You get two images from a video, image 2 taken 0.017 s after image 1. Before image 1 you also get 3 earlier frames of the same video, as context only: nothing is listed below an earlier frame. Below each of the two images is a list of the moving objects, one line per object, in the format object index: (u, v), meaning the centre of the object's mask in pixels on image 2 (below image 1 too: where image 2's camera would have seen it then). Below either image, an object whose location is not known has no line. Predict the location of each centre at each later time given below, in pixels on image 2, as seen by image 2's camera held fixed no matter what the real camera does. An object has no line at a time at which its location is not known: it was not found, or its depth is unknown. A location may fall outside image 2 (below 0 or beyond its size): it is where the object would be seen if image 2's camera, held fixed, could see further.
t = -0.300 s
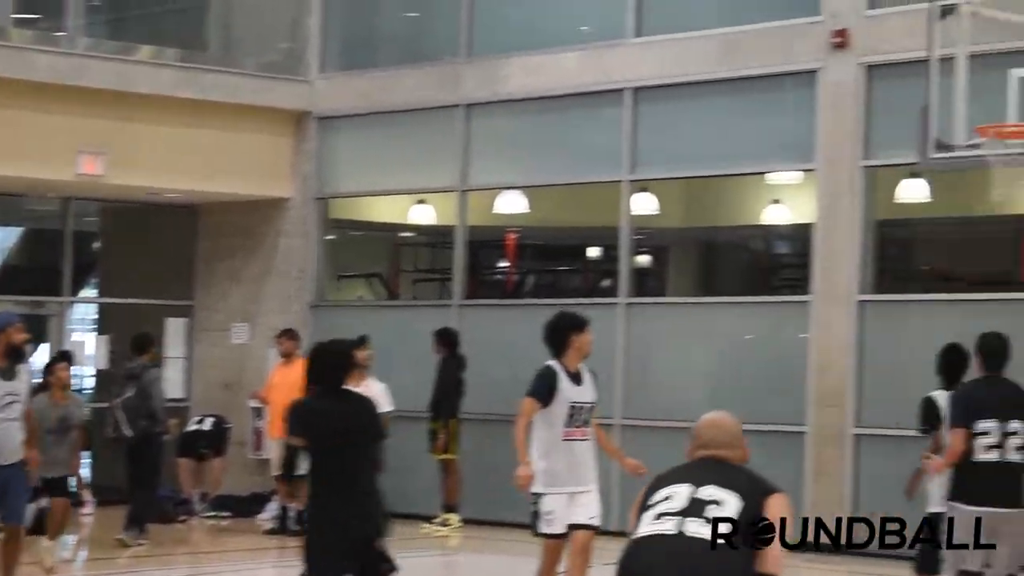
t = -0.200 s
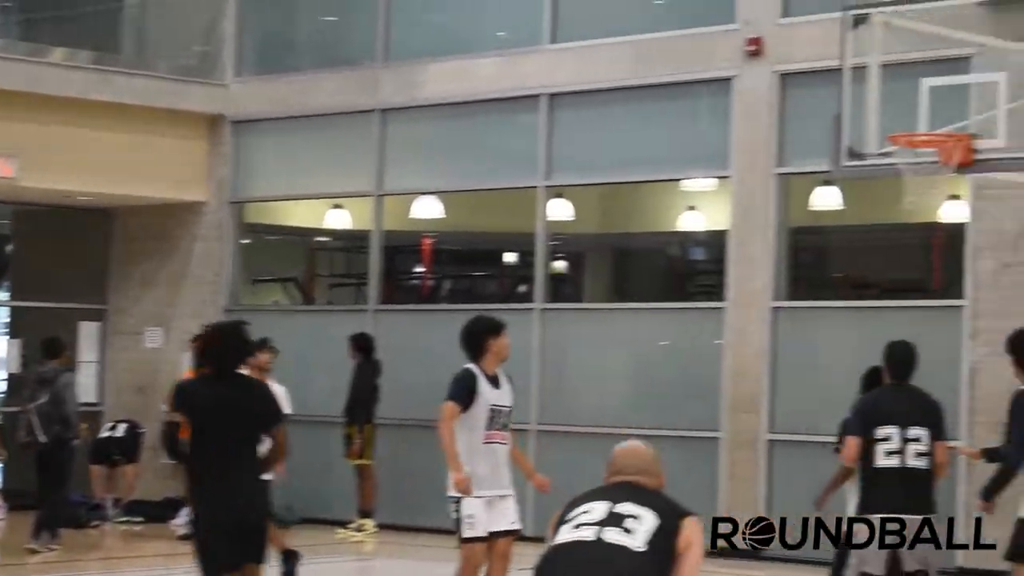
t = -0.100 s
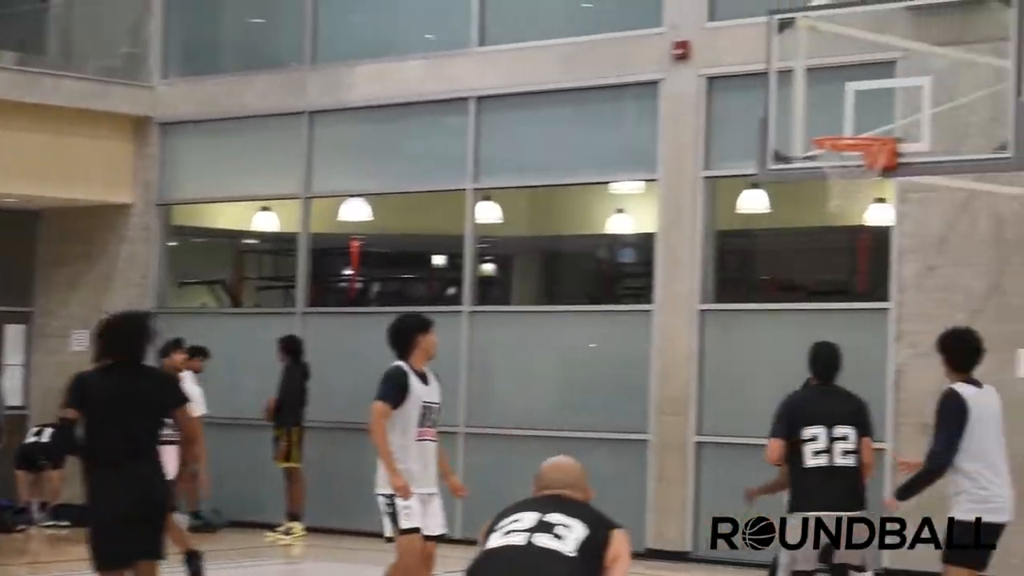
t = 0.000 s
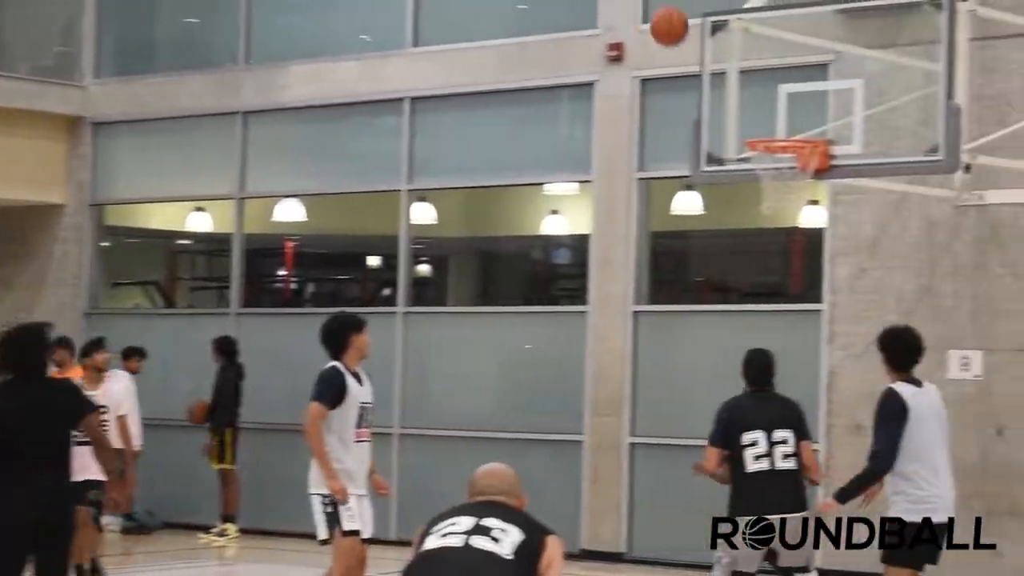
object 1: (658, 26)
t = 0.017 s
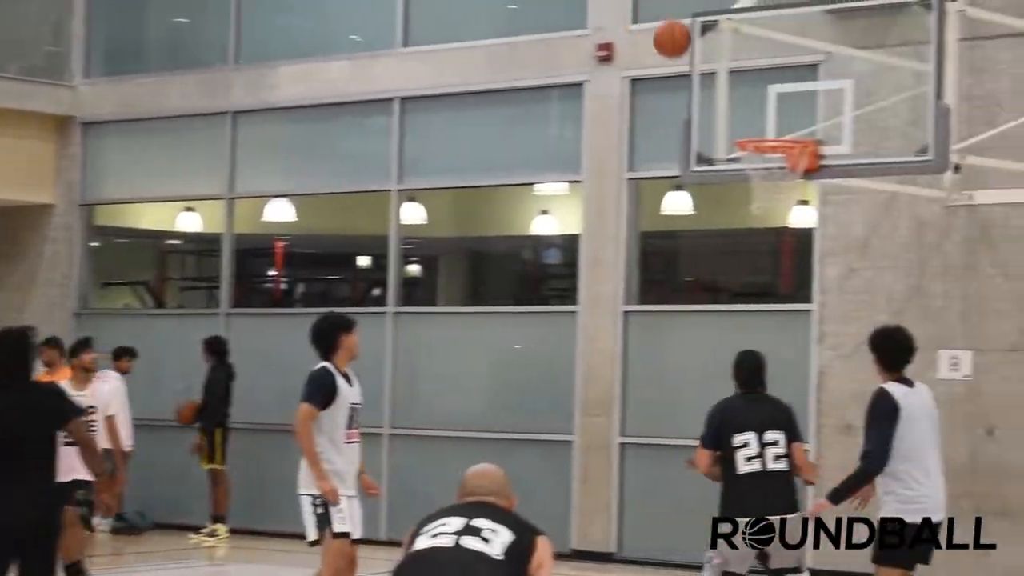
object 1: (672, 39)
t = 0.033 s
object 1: (685, 52)
